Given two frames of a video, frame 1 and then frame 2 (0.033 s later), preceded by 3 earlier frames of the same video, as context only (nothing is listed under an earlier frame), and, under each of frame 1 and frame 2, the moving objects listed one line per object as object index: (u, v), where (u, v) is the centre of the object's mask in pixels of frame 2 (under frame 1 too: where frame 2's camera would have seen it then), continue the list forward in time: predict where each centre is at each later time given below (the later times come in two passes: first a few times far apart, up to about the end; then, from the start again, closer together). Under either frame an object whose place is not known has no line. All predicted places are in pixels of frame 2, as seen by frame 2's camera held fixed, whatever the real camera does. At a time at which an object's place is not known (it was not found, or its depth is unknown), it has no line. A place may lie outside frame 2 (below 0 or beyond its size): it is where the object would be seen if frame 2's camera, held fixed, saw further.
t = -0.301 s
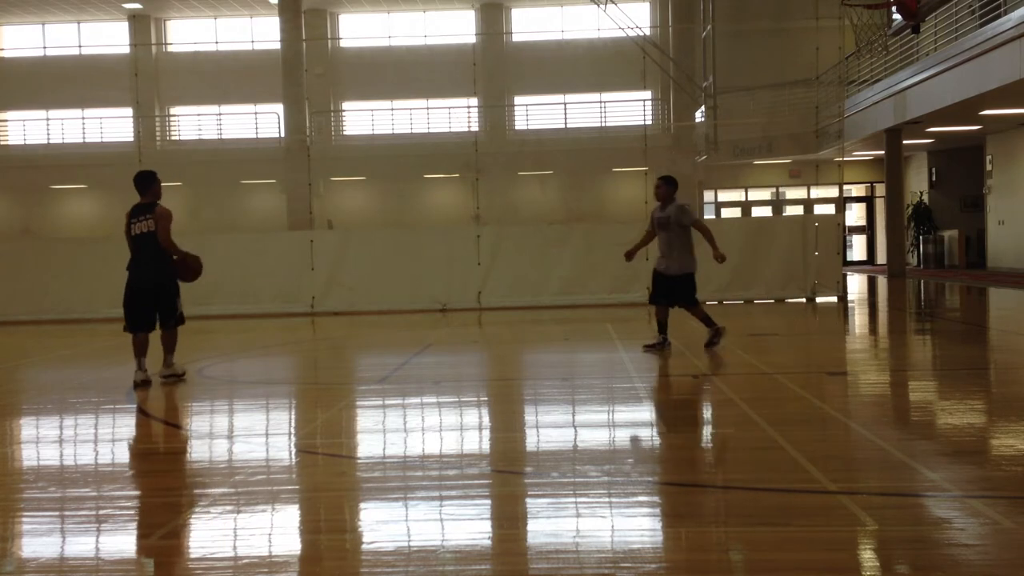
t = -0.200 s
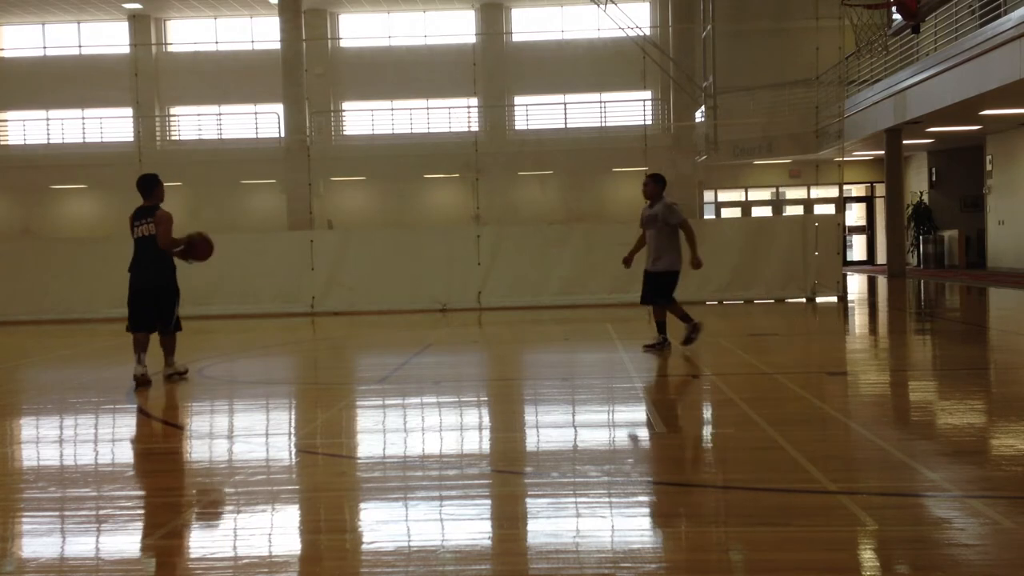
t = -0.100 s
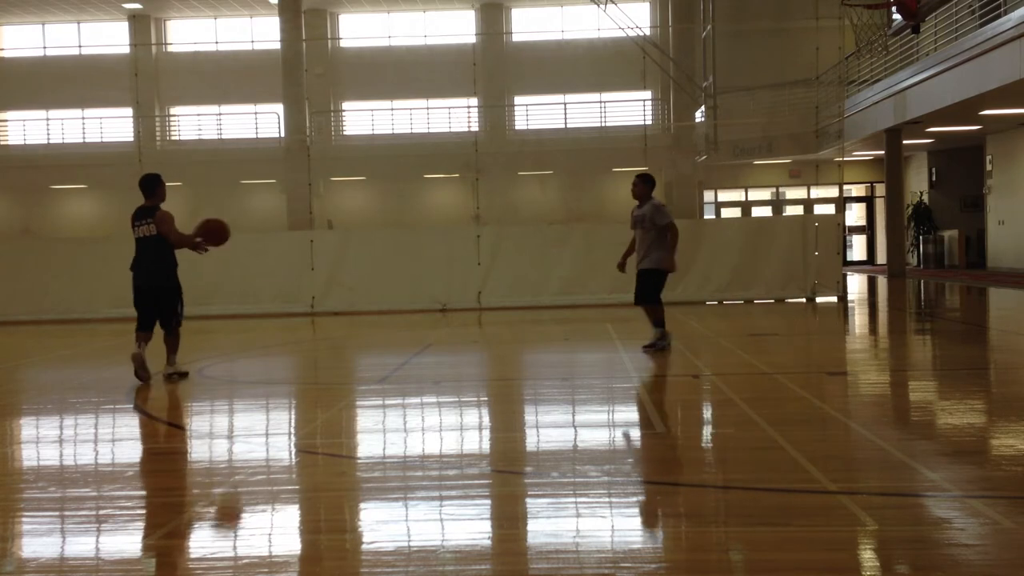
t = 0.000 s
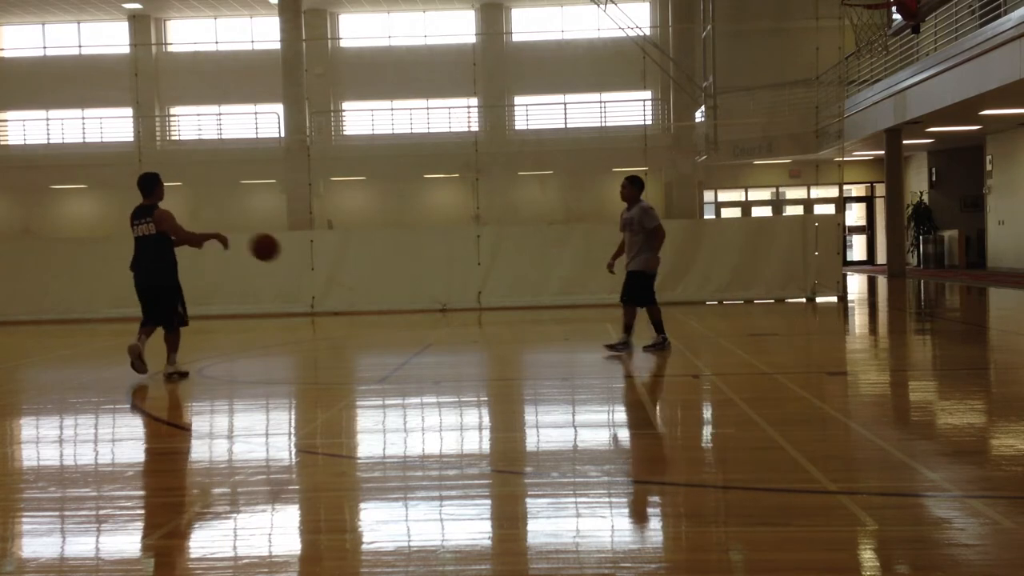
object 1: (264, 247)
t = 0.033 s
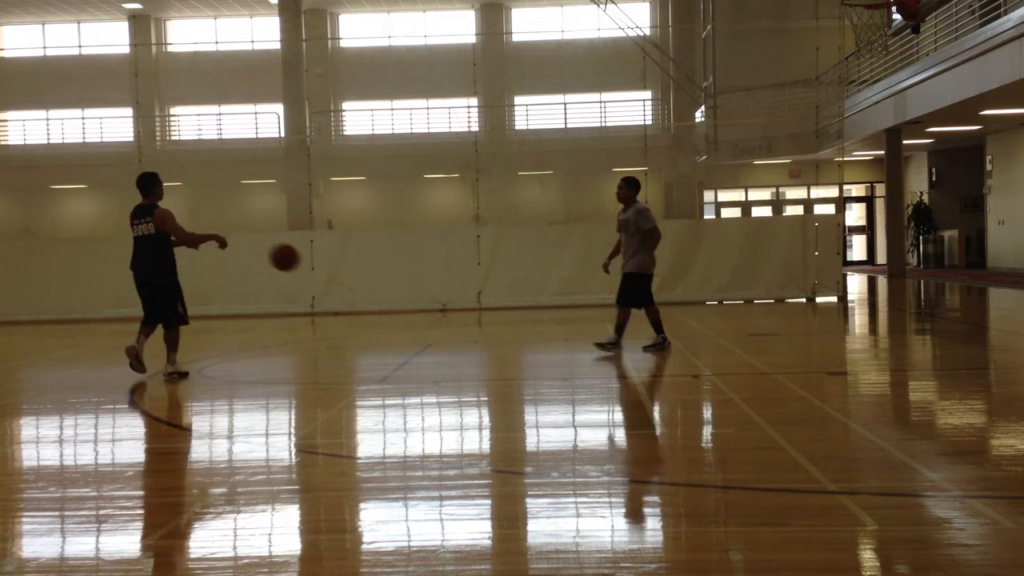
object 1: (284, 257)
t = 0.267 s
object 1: (413, 348)
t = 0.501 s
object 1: (467, 276)
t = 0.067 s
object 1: (304, 269)
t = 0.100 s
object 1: (323, 281)
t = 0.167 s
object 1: (361, 309)
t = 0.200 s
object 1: (381, 325)
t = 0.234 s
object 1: (399, 341)
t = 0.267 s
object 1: (413, 348)
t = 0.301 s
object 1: (421, 334)
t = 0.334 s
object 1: (428, 321)
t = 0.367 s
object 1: (436, 310)
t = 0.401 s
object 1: (444, 299)
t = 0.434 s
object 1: (452, 290)
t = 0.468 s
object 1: (459, 282)
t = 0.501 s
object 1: (467, 276)
